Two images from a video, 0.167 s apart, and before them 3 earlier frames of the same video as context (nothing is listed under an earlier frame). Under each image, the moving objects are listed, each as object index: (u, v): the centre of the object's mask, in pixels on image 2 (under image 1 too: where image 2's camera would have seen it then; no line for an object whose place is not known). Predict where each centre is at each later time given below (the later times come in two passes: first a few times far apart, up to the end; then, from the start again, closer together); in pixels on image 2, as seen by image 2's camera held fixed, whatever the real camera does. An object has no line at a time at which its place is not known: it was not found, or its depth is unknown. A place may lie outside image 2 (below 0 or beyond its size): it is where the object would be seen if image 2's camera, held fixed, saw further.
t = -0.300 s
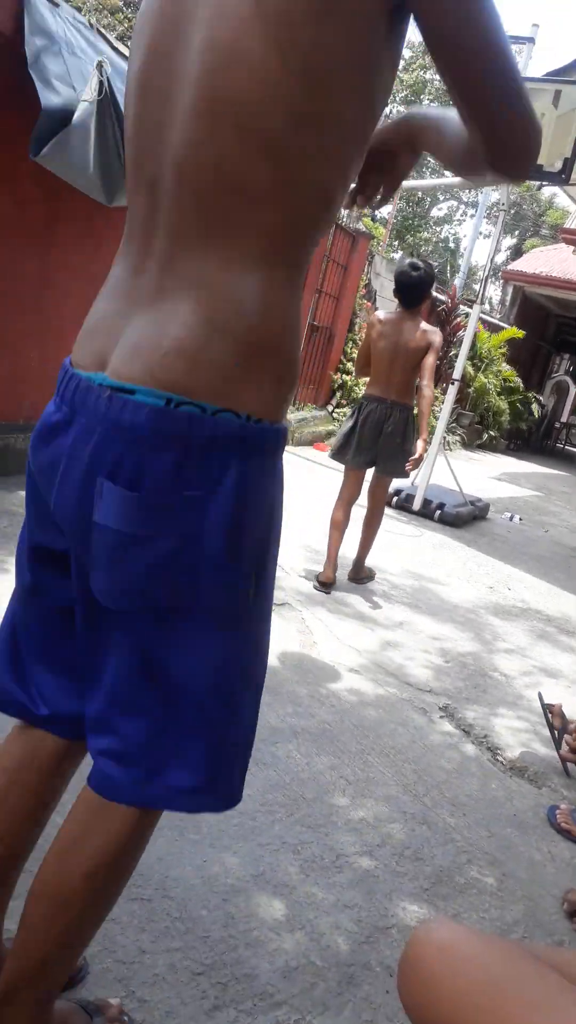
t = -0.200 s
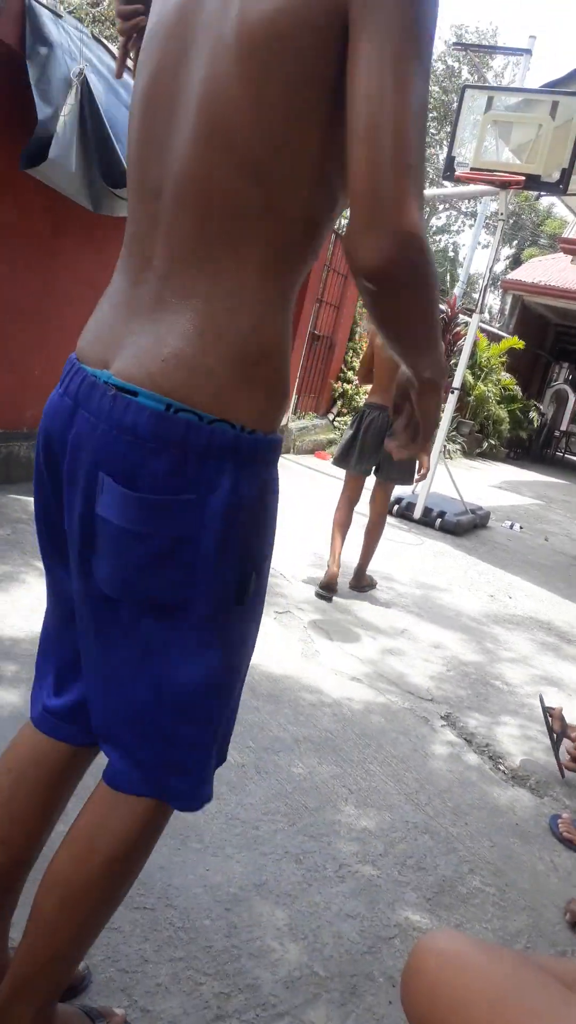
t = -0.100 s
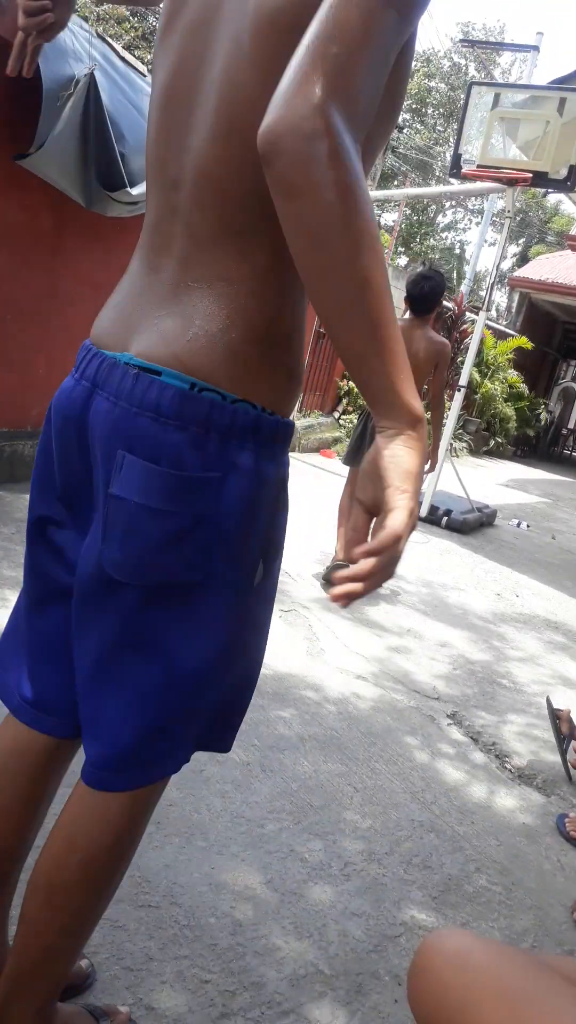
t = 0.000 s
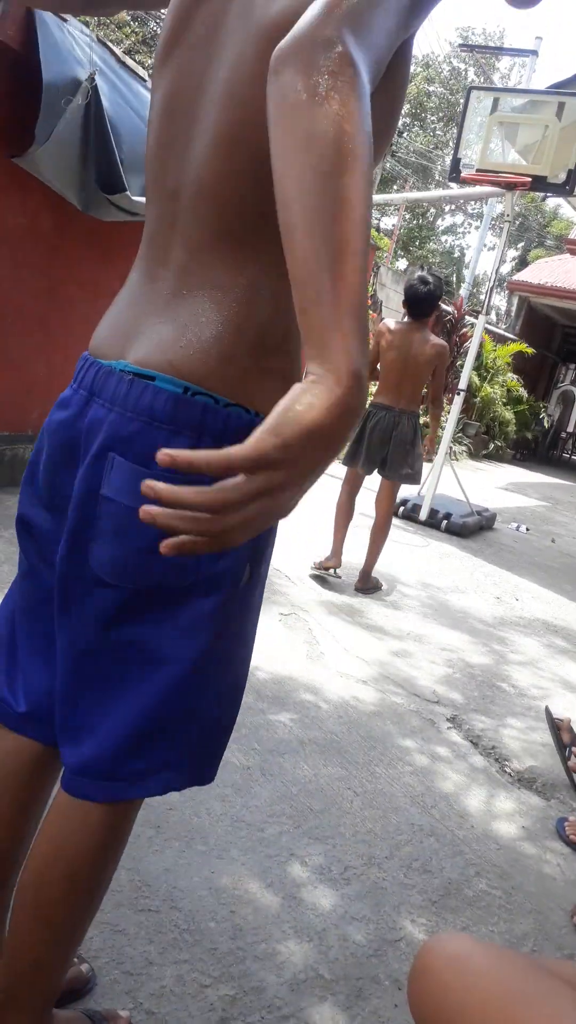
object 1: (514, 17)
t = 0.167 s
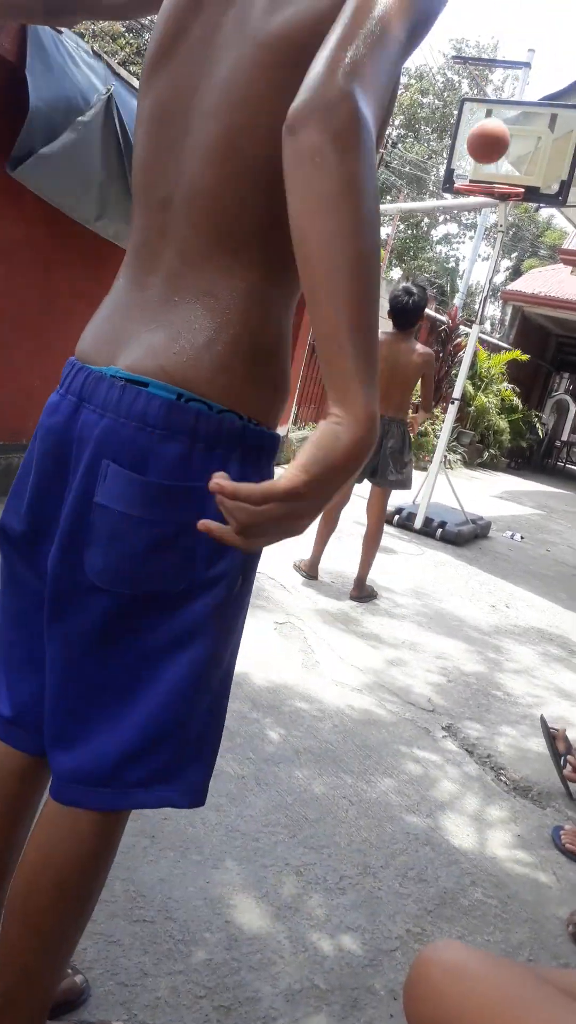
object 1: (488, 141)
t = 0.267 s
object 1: (480, 220)
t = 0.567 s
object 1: (491, 453)
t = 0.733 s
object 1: (526, 506)
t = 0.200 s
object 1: (482, 169)
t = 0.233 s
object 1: (476, 197)
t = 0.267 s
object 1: (480, 220)
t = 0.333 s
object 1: (487, 263)
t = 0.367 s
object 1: (489, 288)
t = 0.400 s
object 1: (491, 314)
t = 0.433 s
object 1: (492, 340)
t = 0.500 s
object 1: (492, 395)
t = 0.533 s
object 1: (492, 424)
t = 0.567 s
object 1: (491, 453)
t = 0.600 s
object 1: (490, 482)
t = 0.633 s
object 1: (488, 514)
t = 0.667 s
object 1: (491, 536)
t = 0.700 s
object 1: (508, 520)
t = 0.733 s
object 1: (526, 506)
